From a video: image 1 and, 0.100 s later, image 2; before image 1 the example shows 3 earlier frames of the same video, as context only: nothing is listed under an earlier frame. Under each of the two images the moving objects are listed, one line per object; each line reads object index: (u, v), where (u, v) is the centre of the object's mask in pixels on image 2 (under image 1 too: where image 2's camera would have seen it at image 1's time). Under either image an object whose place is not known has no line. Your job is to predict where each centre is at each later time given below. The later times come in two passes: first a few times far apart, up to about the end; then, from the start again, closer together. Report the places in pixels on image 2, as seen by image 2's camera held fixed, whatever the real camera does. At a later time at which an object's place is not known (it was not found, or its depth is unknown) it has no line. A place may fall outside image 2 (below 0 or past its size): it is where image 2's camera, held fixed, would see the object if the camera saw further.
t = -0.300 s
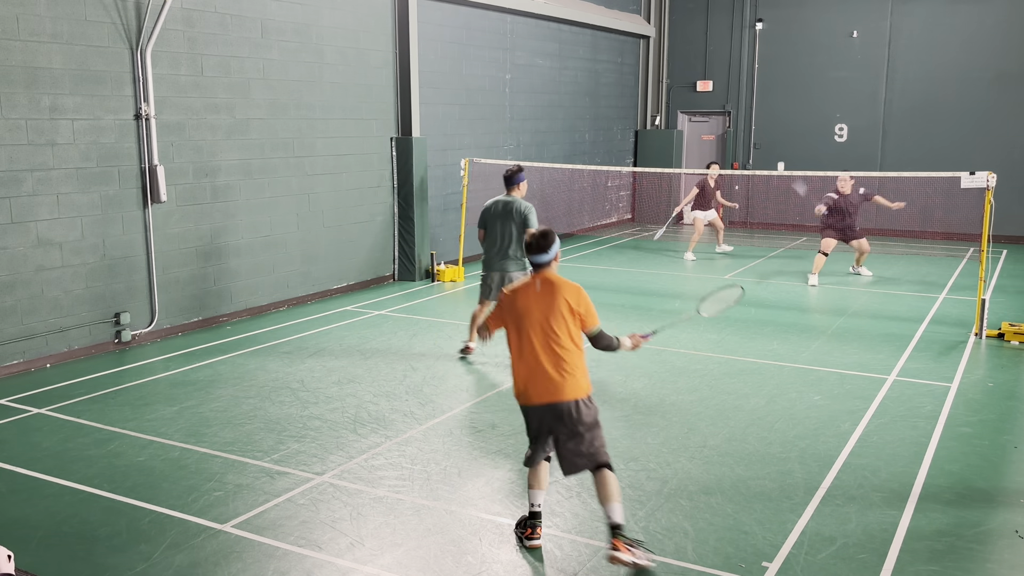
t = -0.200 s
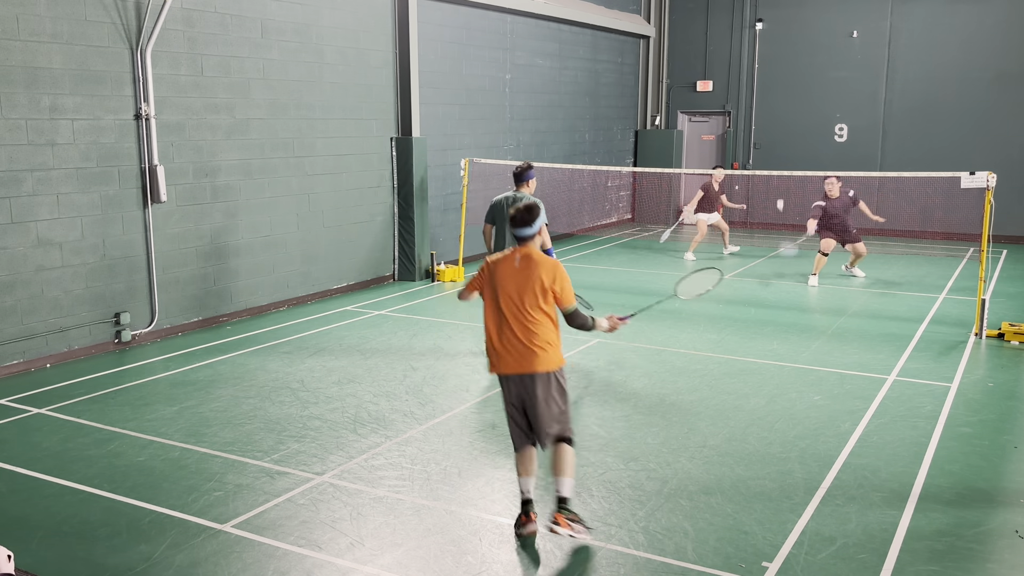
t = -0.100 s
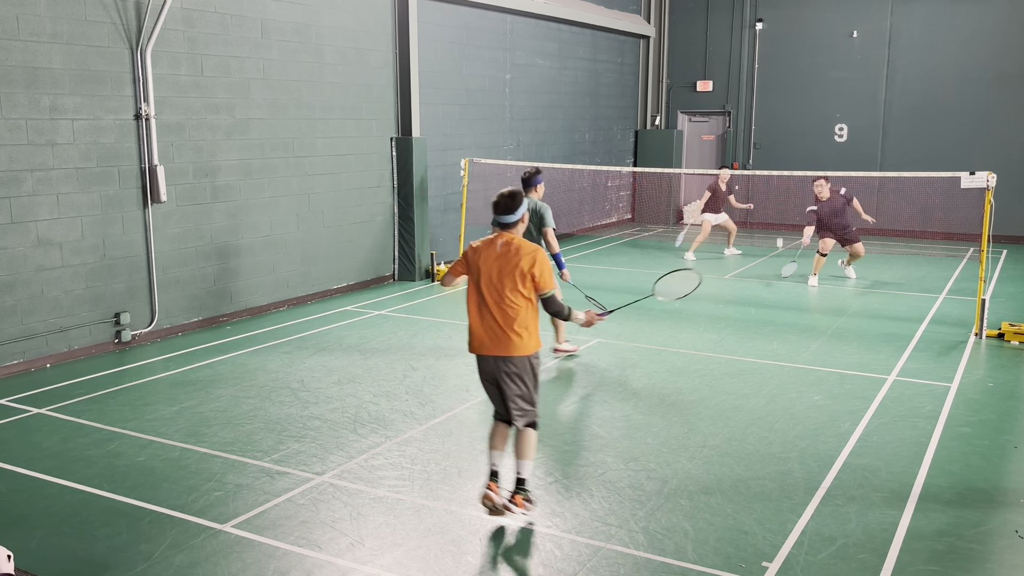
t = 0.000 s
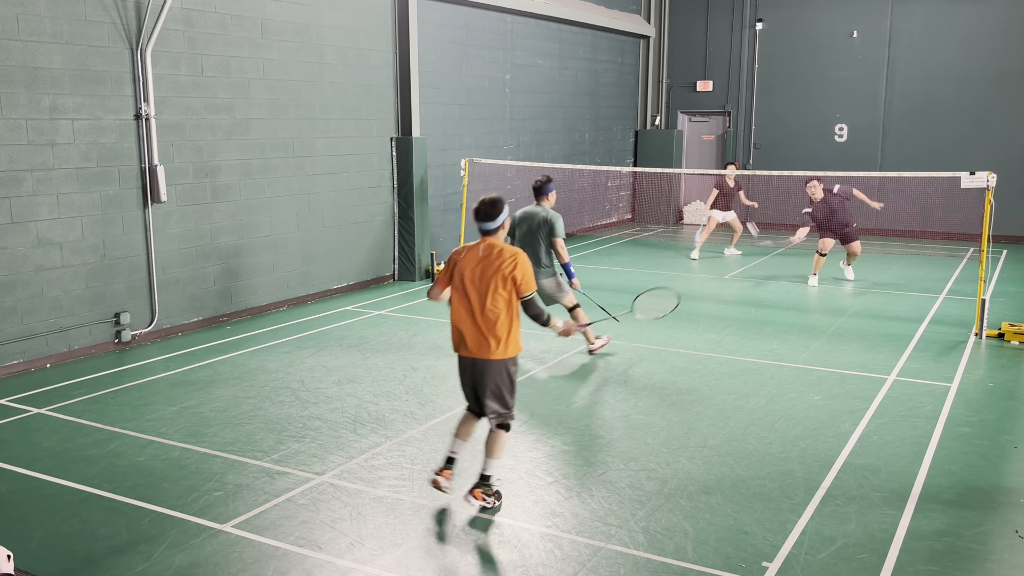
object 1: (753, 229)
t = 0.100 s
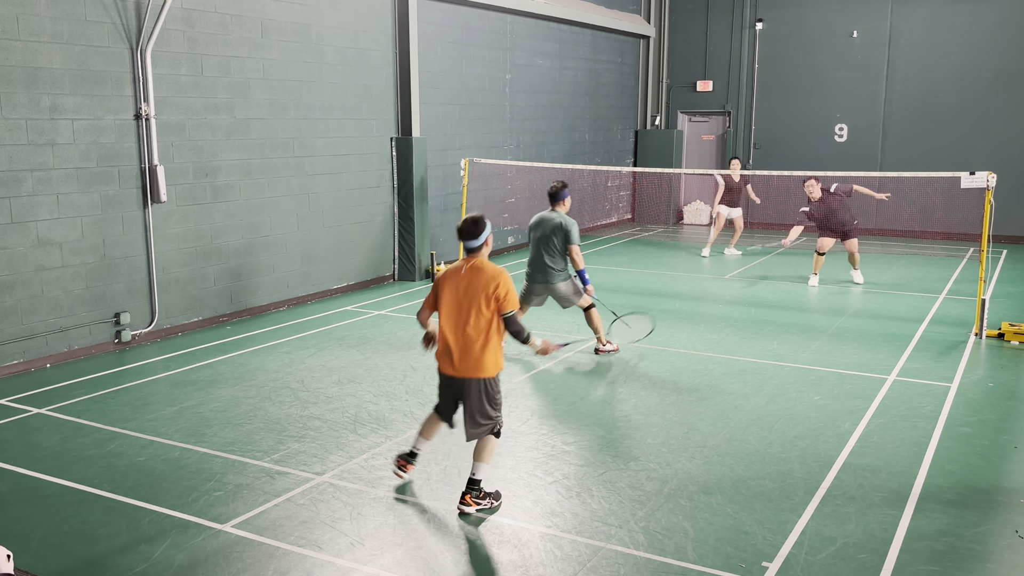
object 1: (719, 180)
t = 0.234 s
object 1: (672, 138)
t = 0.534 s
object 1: (582, 108)
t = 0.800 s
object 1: (514, 148)
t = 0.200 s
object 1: (684, 145)
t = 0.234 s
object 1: (672, 138)
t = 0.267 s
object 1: (661, 131)
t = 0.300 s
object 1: (650, 125)
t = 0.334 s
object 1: (640, 119)
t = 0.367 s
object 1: (630, 115)
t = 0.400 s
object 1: (621, 111)
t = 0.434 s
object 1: (611, 109)
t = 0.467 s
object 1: (601, 107)
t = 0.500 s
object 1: (592, 107)
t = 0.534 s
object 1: (582, 108)
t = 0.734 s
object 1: (529, 133)
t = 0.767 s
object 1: (521, 140)
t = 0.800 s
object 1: (514, 148)
